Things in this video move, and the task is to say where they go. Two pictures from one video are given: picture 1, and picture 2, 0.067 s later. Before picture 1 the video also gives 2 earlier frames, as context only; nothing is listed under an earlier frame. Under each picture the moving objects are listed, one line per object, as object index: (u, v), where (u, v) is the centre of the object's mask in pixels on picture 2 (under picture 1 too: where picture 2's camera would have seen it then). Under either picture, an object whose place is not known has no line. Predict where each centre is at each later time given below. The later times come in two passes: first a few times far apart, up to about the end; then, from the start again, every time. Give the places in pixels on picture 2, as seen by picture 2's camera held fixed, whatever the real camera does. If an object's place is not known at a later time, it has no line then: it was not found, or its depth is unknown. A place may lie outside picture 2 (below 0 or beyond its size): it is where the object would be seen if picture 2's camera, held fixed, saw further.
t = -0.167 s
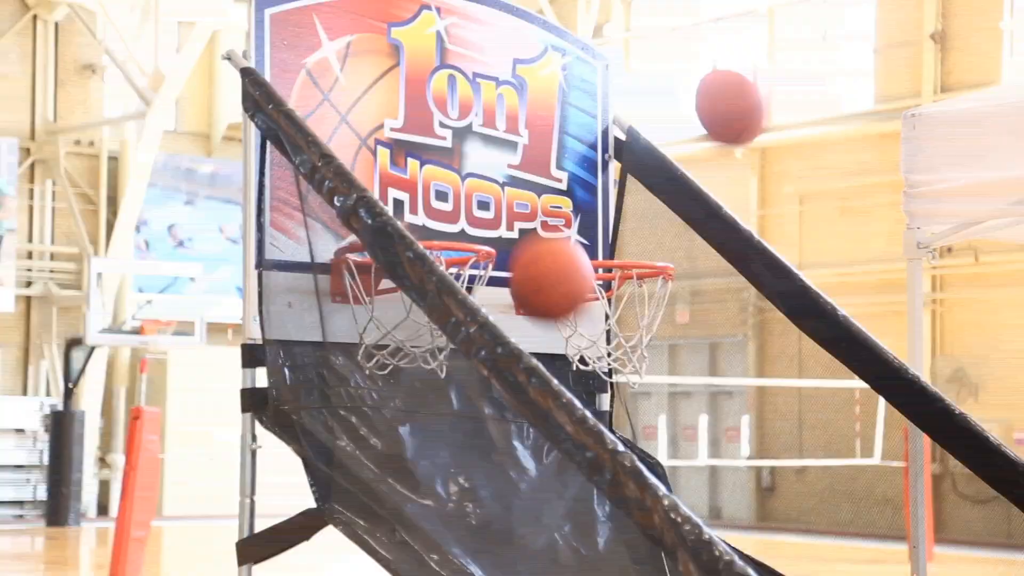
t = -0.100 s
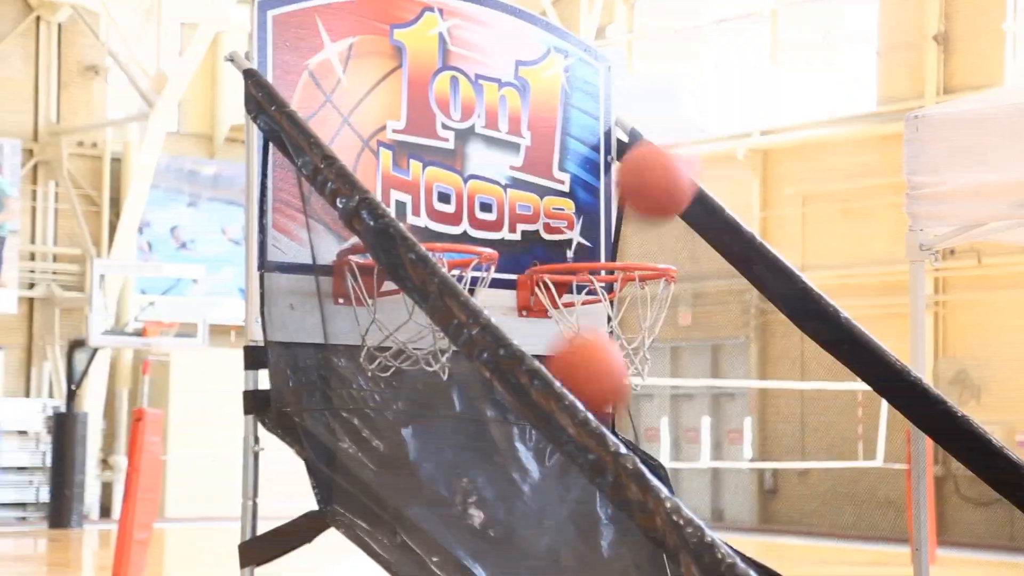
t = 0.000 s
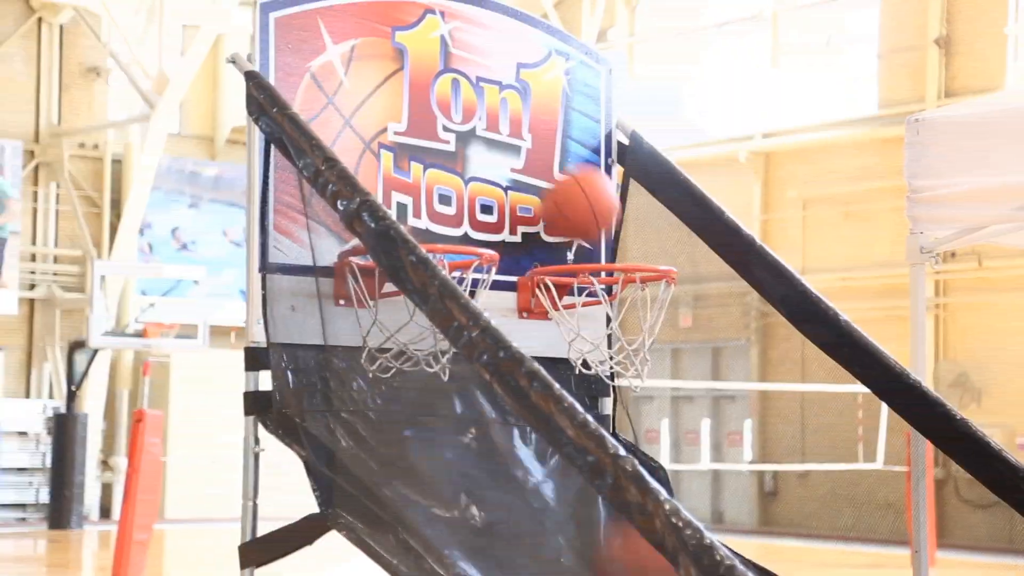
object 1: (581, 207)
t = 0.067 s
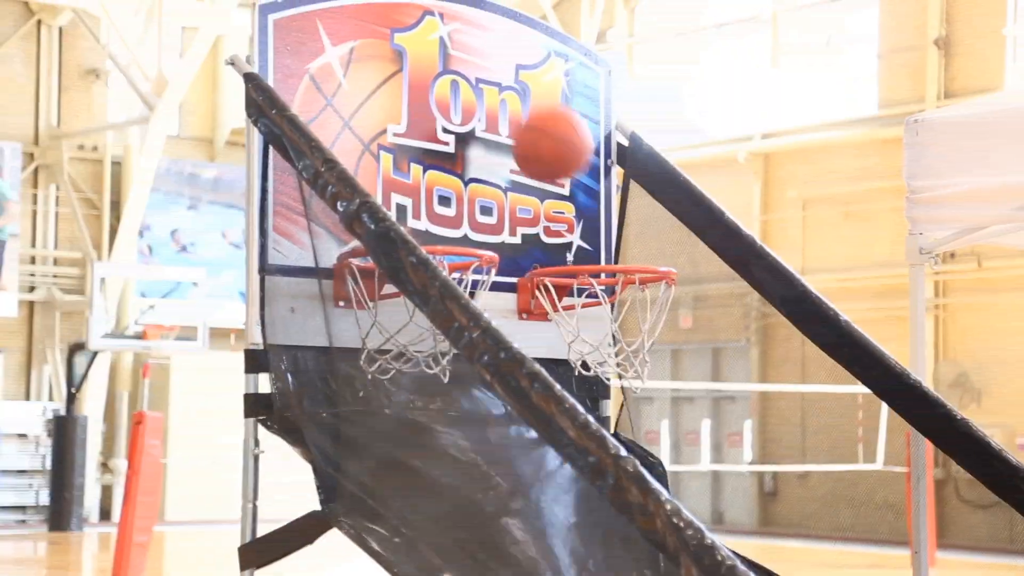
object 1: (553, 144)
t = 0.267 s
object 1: (465, 62)
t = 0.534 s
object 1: (434, 127)
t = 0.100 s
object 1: (538, 120)
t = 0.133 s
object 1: (524, 100)
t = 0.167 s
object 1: (510, 84)
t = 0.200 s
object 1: (495, 72)
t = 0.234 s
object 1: (480, 64)
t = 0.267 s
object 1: (465, 62)
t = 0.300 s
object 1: (449, 64)
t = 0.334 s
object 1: (432, 72)
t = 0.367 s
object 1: (418, 84)
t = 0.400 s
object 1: (400, 103)
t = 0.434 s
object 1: (385, 127)
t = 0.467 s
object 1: (384, 138)
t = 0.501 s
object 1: (408, 130)
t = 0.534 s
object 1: (434, 127)
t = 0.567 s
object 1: (458, 128)
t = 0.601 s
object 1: (486, 135)
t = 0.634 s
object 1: (514, 148)
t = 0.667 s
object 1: (543, 166)
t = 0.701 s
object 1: (568, 190)
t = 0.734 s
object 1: (599, 223)
